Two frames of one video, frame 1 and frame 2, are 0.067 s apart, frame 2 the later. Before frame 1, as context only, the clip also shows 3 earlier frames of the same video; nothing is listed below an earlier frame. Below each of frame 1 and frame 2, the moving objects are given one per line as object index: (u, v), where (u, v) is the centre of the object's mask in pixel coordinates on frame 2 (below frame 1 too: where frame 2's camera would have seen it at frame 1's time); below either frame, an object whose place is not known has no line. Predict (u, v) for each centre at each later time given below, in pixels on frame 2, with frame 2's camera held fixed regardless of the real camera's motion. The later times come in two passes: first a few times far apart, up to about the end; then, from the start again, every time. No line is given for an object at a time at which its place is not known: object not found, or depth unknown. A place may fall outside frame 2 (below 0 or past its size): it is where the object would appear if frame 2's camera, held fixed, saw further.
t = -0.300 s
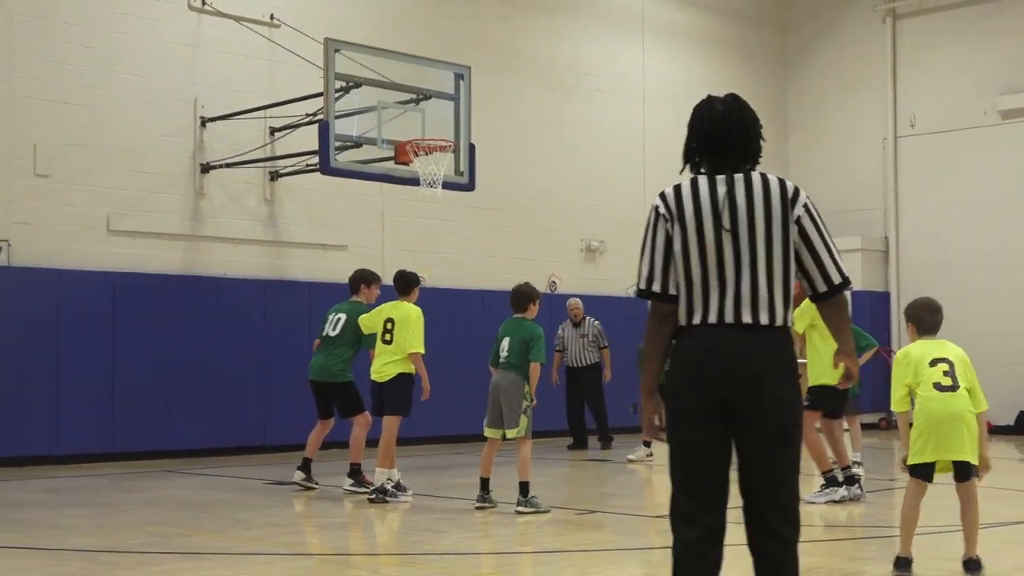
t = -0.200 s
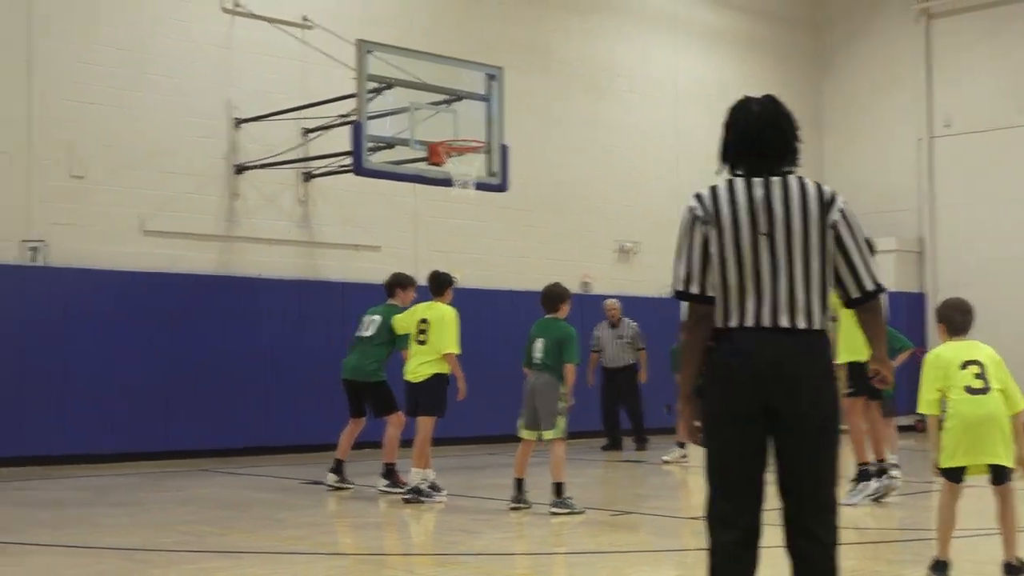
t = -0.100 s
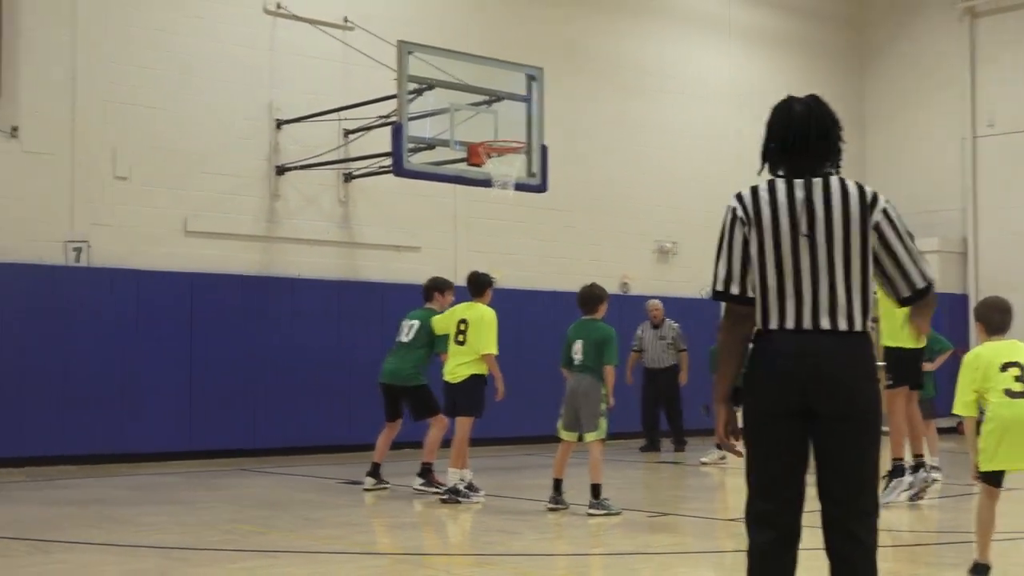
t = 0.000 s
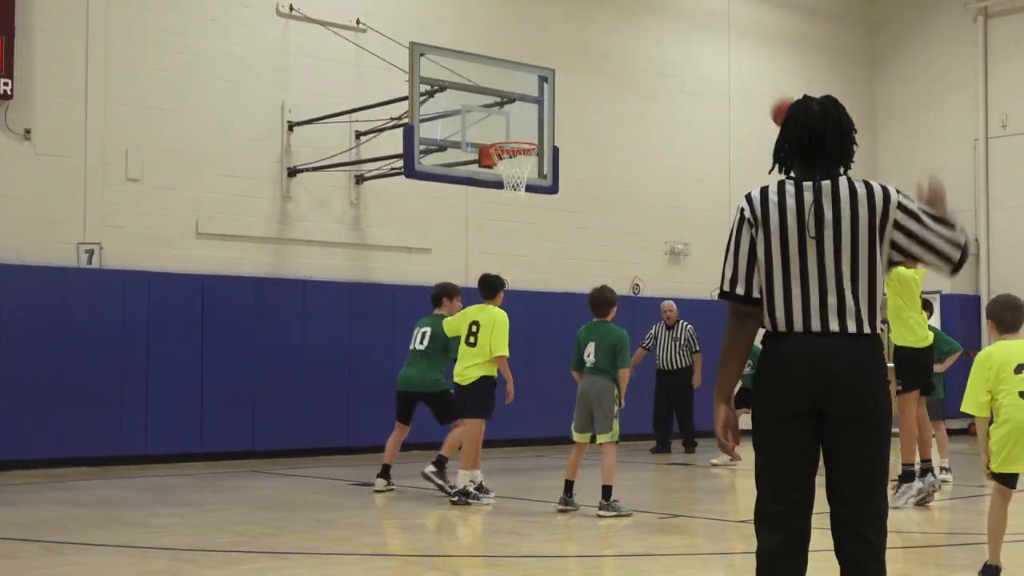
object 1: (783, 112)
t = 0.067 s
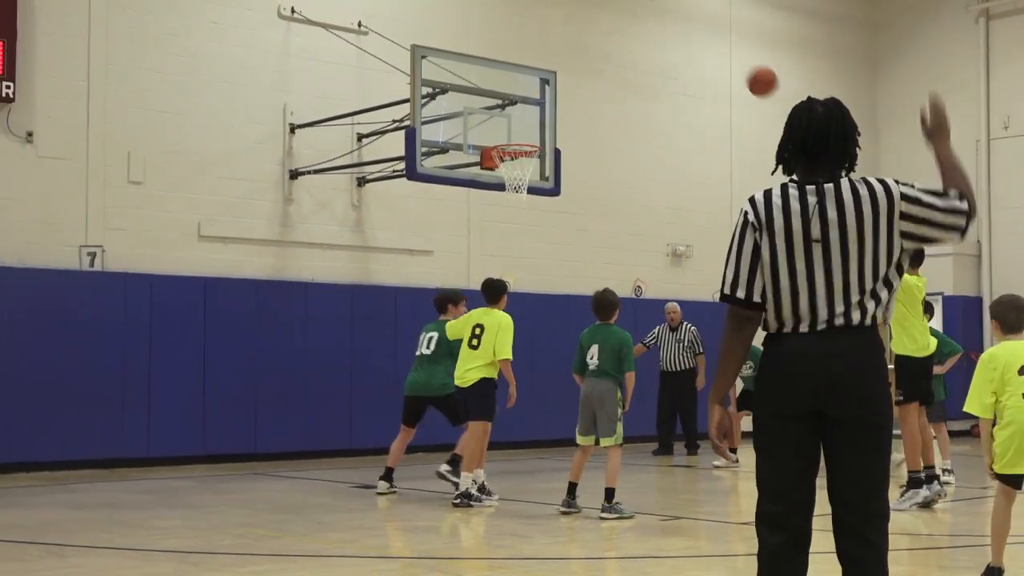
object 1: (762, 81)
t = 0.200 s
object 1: (711, 34)
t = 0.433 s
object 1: (635, 6)
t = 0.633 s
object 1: (574, 31)
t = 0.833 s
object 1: (519, 95)
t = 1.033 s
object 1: (502, 103)
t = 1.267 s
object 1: (521, 55)
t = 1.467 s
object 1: (537, 57)
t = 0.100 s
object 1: (749, 67)
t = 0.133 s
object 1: (736, 54)
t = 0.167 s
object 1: (723, 43)
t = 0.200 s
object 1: (711, 34)
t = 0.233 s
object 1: (700, 25)
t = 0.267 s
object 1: (688, 19)
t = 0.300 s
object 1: (677, 14)
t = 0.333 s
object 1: (667, 9)
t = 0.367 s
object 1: (656, 7)
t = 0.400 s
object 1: (645, 6)
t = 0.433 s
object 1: (635, 6)
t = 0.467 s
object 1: (625, 7)
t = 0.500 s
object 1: (614, 10)
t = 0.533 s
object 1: (604, 13)
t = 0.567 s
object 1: (594, 18)
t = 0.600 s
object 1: (584, 24)
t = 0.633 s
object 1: (574, 31)
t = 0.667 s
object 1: (565, 39)
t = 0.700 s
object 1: (555, 48)
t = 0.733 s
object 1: (546, 58)
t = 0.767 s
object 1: (537, 69)
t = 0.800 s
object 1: (527, 82)
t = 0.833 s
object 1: (519, 95)
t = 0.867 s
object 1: (510, 109)
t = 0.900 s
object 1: (502, 124)
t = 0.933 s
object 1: (493, 137)
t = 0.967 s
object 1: (496, 126)
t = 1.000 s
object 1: (499, 115)
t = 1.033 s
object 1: (502, 103)
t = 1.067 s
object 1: (504, 93)
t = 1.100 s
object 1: (507, 83)
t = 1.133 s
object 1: (510, 76)
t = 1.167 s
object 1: (513, 69)
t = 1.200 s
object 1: (515, 63)
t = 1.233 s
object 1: (518, 59)
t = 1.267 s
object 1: (521, 55)
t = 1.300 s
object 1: (523, 53)
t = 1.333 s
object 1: (526, 52)
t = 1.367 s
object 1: (529, 52)
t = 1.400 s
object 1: (531, 52)
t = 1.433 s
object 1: (534, 54)
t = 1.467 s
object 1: (537, 57)
